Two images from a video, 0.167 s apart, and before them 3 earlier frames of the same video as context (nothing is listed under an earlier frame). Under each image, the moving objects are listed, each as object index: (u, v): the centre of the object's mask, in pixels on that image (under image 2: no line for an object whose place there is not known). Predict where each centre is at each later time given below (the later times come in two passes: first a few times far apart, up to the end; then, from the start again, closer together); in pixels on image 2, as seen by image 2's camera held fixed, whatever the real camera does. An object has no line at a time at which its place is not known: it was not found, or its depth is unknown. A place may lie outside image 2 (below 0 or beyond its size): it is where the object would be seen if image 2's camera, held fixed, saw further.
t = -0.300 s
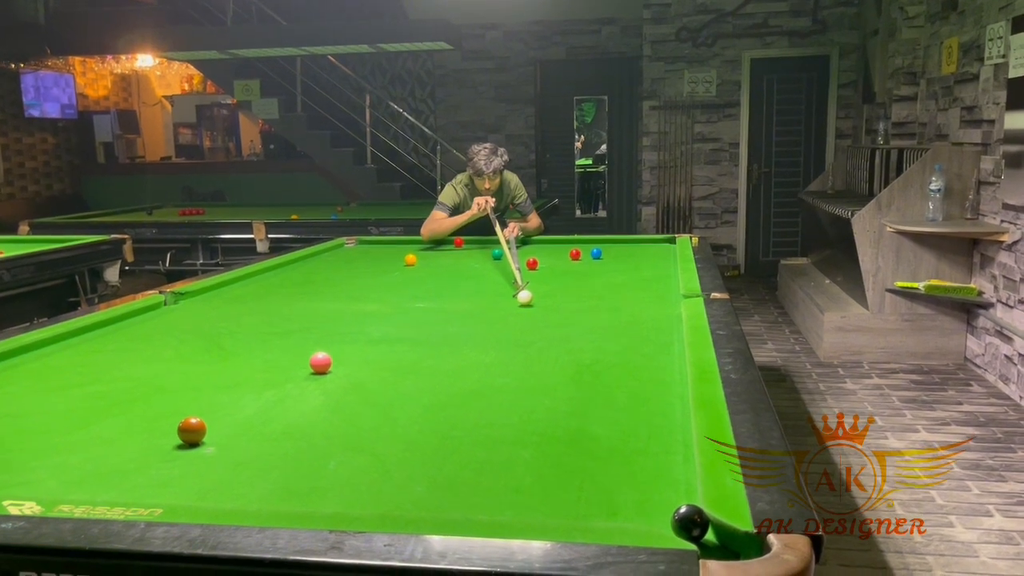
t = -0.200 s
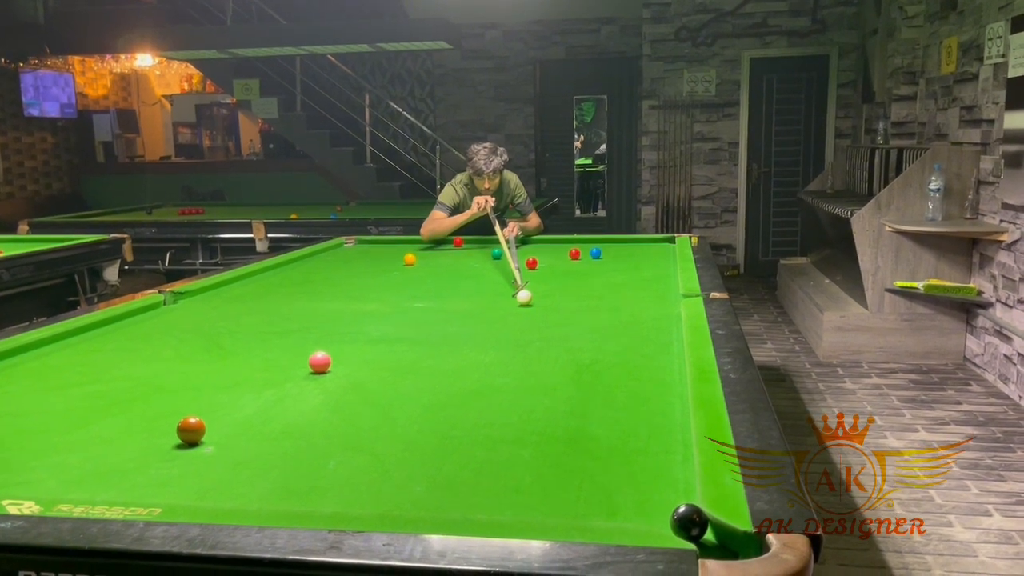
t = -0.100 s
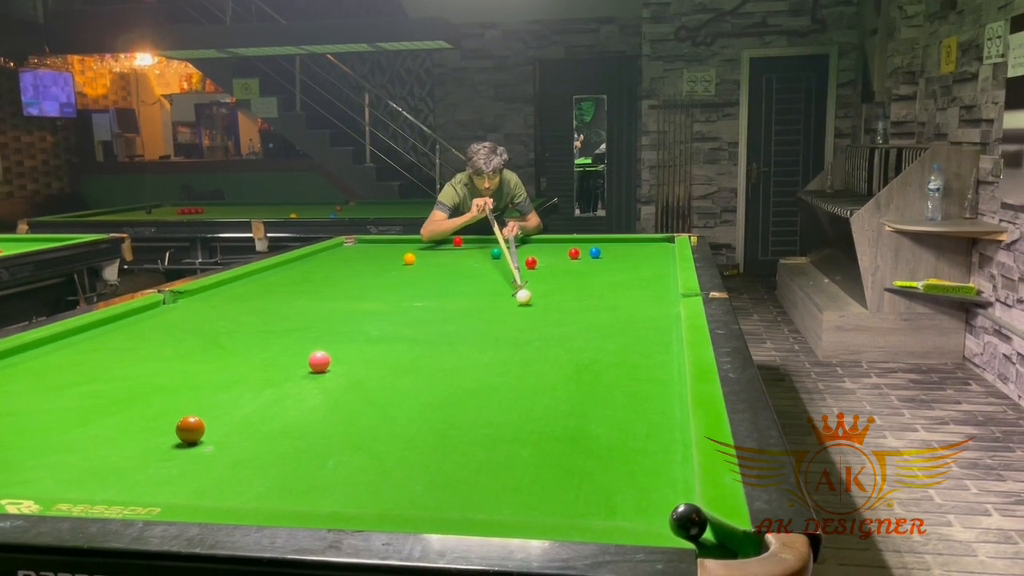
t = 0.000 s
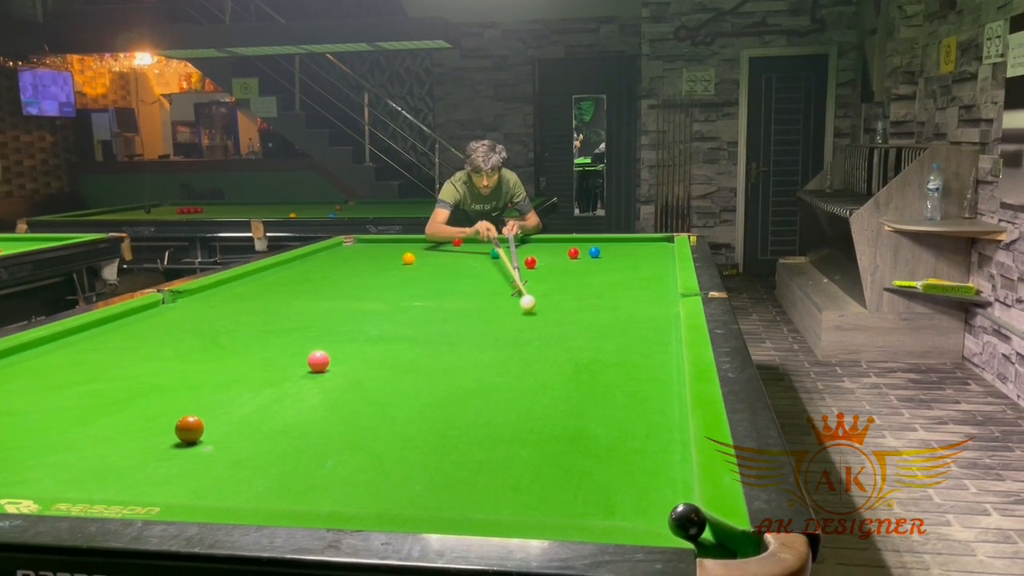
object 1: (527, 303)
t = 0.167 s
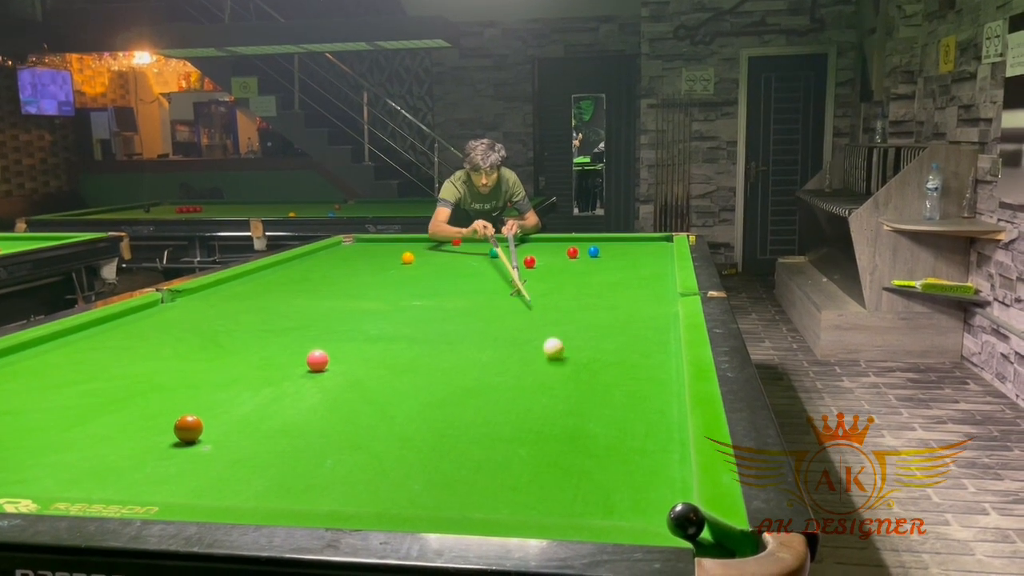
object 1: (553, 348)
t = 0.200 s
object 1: (560, 359)
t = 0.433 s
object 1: (636, 481)
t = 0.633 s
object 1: (611, 480)
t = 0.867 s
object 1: (619, 433)
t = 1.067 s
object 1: (630, 406)
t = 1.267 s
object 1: (638, 384)
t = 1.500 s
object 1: (646, 363)
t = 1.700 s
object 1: (650, 348)
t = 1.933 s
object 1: (655, 333)
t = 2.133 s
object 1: (658, 323)
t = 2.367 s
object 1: (661, 313)
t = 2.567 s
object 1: (664, 305)
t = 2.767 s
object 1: (666, 298)
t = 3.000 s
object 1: (668, 290)
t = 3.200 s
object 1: (669, 285)
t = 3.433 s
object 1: (668, 280)
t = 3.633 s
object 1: (668, 276)
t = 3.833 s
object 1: (668, 272)
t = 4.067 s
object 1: (668, 269)
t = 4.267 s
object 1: (668, 266)
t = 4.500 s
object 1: (668, 263)
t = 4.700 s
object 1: (668, 261)
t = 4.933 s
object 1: (667, 258)
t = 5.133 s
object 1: (667, 256)
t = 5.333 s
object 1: (667, 255)
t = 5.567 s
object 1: (667, 253)
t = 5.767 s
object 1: (666, 252)
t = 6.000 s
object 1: (667, 251)
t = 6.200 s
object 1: (666, 250)
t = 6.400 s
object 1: (665, 250)
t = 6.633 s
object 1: (665, 249)
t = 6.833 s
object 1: (664, 248)
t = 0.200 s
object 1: (560, 359)
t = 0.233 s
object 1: (568, 371)
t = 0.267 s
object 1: (576, 385)
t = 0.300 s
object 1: (586, 400)
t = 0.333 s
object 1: (596, 417)
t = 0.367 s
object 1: (608, 436)
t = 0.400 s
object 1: (621, 457)
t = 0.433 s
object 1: (636, 481)
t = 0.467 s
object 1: (653, 507)
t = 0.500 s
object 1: (630, 514)
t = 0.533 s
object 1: (620, 509)
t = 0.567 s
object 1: (616, 502)
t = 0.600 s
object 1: (613, 490)
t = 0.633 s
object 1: (611, 480)
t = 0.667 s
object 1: (610, 471)
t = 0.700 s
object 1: (610, 463)
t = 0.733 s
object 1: (611, 456)
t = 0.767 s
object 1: (613, 449)
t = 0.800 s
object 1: (615, 444)
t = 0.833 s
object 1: (617, 438)
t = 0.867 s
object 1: (619, 433)
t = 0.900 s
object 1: (621, 428)
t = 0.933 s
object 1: (623, 423)
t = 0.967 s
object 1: (625, 418)
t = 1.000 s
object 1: (627, 414)
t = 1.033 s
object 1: (628, 410)
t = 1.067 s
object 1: (630, 406)
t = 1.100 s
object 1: (631, 402)
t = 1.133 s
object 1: (633, 398)
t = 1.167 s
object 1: (634, 394)
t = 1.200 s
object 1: (635, 391)
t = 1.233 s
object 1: (637, 387)
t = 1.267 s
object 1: (638, 384)
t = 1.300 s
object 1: (639, 380)
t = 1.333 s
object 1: (641, 377)
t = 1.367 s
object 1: (642, 374)
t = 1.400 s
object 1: (643, 371)
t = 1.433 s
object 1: (644, 368)
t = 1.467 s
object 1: (645, 365)
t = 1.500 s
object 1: (646, 363)
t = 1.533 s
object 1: (646, 360)
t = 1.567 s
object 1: (647, 357)
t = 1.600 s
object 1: (648, 355)
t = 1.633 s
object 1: (649, 352)
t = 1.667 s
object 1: (650, 350)
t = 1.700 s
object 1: (650, 348)
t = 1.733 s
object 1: (651, 346)
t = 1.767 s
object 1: (652, 344)
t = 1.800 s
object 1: (653, 341)
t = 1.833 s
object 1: (653, 339)
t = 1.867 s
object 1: (654, 337)
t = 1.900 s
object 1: (655, 336)
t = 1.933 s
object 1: (655, 333)
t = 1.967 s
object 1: (656, 332)
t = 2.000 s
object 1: (656, 330)
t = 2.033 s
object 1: (657, 328)
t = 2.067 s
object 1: (657, 326)
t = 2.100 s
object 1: (658, 325)
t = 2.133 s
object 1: (658, 323)
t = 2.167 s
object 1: (659, 321)
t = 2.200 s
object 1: (659, 320)
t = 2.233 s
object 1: (660, 318)
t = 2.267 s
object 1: (660, 317)
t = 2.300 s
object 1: (661, 315)
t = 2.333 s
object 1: (661, 314)
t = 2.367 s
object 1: (661, 313)
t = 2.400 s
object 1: (662, 311)
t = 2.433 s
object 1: (662, 310)
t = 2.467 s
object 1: (663, 308)
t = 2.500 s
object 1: (663, 307)
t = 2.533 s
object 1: (663, 306)
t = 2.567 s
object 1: (664, 305)
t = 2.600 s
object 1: (664, 303)
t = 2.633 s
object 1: (664, 302)
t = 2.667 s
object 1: (665, 301)
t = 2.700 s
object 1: (665, 300)
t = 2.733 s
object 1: (665, 299)
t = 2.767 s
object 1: (666, 298)
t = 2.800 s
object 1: (666, 296)
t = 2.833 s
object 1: (666, 295)
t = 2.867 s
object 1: (667, 294)
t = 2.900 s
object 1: (667, 293)
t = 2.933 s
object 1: (667, 292)
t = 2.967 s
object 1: (668, 291)
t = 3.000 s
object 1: (668, 290)
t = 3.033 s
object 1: (668, 289)
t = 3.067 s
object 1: (668, 289)
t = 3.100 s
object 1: (669, 288)
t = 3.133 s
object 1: (669, 287)
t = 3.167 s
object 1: (669, 286)
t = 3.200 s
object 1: (669, 285)
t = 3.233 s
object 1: (669, 284)
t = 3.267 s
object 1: (669, 284)
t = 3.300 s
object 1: (669, 283)
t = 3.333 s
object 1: (668, 282)
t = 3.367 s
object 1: (668, 281)
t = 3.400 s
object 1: (668, 281)
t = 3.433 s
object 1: (668, 280)
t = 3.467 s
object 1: (668, 279)
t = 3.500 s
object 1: (668, 278)
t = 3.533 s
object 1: (668, 278)
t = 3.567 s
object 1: (668, 277)
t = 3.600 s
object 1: (668, 276)
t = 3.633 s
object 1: (668, 276)
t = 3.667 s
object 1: (668, 275)
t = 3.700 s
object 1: (668, 274)
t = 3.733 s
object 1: (668, 274)
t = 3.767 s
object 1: (667, 273)
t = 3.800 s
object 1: (668, 273)
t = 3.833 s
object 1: (668, 272)
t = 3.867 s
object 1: (668, 272)
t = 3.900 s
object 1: (668, 271)
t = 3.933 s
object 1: (668, 270)
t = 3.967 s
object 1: (668, 270)
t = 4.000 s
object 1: (668, 270)
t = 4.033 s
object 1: (668, 269)
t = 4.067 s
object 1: (668, 269)
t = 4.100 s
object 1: (668, 268)
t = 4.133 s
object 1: (668, 268)
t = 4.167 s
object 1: (668, 267)
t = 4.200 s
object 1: (668, 266)
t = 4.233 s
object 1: (668, 266)
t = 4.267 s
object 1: (668, 266)
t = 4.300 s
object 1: (668, 265)
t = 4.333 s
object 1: (668, 265)
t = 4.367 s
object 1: (668, 264)
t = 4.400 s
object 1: (669, 264)
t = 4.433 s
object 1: (668, 263)
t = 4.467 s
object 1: (668, 263)
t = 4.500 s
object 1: (668, 263)
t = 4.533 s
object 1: (668, 262)
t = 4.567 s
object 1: (668, 262)
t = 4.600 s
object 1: (668, 261)
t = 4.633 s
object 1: (668, 261)
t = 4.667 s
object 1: (668, 261)
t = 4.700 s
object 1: (668, 261)
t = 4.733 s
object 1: (668, 260)
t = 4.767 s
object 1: (668, 260)
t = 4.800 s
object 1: (668, 260)
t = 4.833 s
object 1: (667, 259)
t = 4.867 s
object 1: (667, 259)
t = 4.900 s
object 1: (667, 259)
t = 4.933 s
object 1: (667, 258)
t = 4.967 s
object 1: (667, 258)
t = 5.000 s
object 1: (668, 258)
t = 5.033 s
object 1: (667, 257)
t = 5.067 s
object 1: (667, 257)
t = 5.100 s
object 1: (667, 257)
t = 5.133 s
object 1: (667, 256)
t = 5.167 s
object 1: (667, 256)
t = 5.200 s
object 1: (667, 256)
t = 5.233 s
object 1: (667, 256)
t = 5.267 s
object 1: (667, 256)
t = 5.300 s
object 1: (667, 255)
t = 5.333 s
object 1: (667, 255)
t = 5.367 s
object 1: (667, 255)
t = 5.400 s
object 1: (667, 255)
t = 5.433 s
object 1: (667, 254)
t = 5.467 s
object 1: (667, 254)
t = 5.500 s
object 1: (667, 254)
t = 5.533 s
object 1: (667, 254)
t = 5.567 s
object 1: (667, 253)
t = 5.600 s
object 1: (667, 253)
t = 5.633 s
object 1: (667, 253)
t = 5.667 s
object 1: (666, 253)
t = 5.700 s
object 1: (666, 253)
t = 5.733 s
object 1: (667, 253)
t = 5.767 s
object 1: (666, 252)
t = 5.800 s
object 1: (666, 252)
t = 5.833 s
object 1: (666, 252)
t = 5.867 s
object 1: (667, 252)
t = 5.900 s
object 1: (666, 252)
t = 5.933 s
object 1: (666, 252)
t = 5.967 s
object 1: (666, 251)
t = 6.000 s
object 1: (667, 251)
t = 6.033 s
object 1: (666, 251)
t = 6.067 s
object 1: (666, 251)
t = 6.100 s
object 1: (666, 251)
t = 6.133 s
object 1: (666, 251)
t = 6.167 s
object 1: (666, 251)
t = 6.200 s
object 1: (666, 250)
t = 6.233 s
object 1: (666, 250)
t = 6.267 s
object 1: (665, 250)
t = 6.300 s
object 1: (666, 250)
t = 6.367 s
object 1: (666, 250)
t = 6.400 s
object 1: (665, 250)
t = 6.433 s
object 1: (665, 250)
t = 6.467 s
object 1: (665, 250)
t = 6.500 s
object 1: (665, 250)
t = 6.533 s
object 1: (665, 249)
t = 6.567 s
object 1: (665, 249)
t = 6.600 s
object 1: (665, 249)
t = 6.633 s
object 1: (665, 249)
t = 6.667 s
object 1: (665, 249)
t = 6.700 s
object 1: (664, 249)
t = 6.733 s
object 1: (664, 249)
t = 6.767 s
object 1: (664, 249)
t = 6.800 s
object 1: (664, 249)
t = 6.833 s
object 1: (664, 248)
